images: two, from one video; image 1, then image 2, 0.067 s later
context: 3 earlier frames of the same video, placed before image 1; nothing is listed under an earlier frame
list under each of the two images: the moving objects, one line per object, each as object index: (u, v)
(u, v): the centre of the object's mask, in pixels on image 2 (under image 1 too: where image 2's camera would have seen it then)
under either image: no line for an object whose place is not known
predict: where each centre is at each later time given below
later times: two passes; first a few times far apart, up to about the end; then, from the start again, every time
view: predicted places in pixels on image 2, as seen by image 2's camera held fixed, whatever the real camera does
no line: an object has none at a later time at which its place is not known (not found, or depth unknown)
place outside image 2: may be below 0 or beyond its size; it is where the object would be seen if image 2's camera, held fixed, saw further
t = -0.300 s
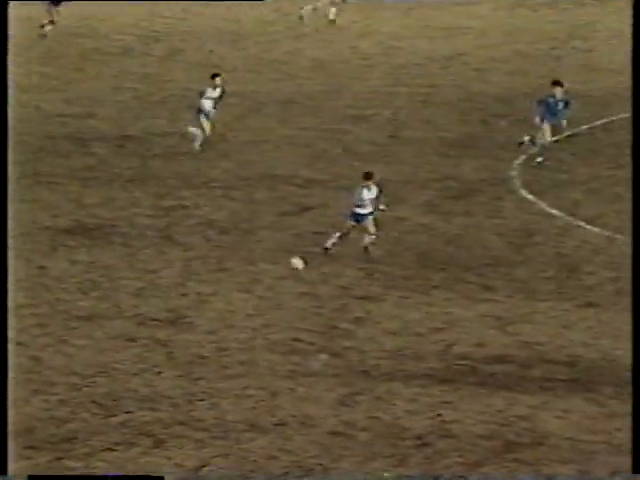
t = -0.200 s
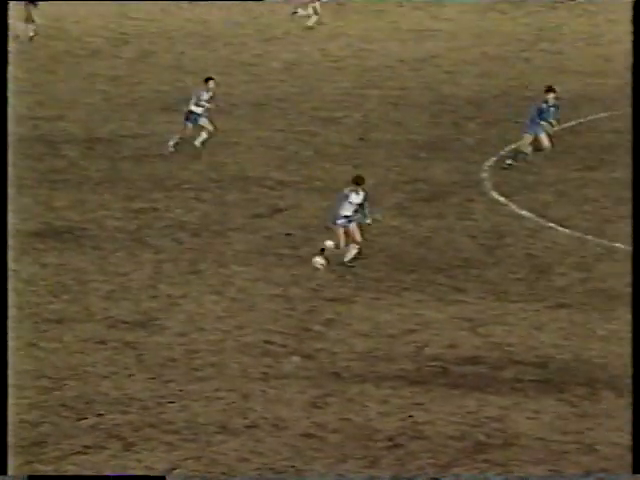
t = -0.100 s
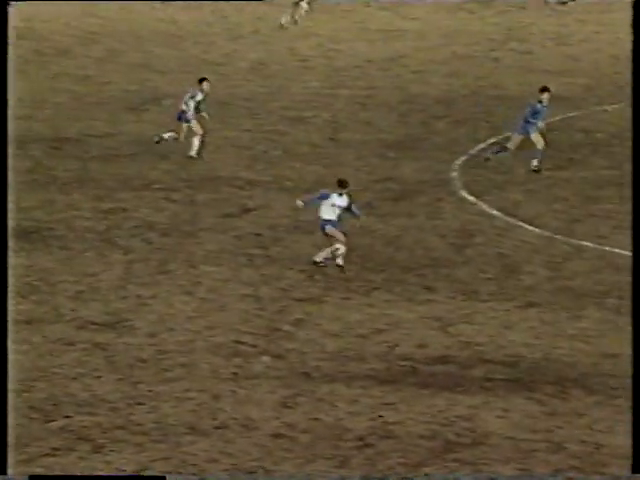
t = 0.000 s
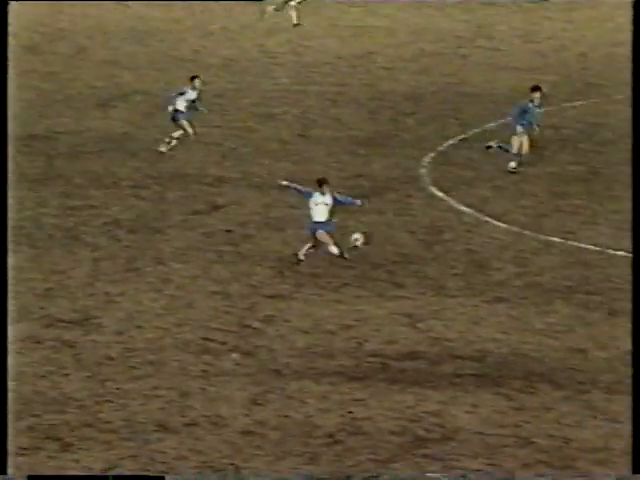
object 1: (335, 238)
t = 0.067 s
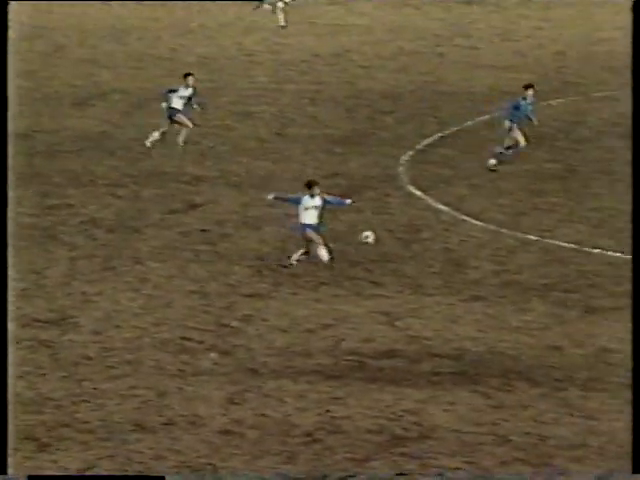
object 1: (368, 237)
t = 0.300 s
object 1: (481, 258)
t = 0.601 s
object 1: (626, 265)
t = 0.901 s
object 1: (776, 278)
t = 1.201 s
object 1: (923, 289)
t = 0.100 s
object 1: (385, 237)
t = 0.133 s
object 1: (401, 239)
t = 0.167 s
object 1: (418, 241)
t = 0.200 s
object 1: (434, 244)
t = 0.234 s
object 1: (450, 248)
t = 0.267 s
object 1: (467, 253)
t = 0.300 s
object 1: (481, 258)
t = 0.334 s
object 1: (498, 265)
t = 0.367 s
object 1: (514, 272)
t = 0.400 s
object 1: (531, 279)
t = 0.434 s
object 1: (546, 285)
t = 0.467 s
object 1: (561, 280)
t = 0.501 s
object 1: (579, 276)
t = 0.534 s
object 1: (594, 271)
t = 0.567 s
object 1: (610, 266)
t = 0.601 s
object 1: (626, 265)
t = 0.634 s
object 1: (641, 264)
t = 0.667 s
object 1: (661, 261)
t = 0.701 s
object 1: (676, 262)
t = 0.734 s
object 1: (691, 262)
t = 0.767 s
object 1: (710, 263)
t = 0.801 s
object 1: (725, 266)
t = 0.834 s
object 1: (743, 269)
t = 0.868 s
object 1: (761, 272)
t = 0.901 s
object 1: (776, 278)
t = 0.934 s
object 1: (793, 282)
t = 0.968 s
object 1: (811, 291)
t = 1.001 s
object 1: (825, 297)
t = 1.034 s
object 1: (841, 305)
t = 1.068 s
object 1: (858, 305)
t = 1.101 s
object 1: (877, 299)
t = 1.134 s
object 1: (893, 296)
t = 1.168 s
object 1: (905, 292)
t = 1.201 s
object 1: (923, 289)
